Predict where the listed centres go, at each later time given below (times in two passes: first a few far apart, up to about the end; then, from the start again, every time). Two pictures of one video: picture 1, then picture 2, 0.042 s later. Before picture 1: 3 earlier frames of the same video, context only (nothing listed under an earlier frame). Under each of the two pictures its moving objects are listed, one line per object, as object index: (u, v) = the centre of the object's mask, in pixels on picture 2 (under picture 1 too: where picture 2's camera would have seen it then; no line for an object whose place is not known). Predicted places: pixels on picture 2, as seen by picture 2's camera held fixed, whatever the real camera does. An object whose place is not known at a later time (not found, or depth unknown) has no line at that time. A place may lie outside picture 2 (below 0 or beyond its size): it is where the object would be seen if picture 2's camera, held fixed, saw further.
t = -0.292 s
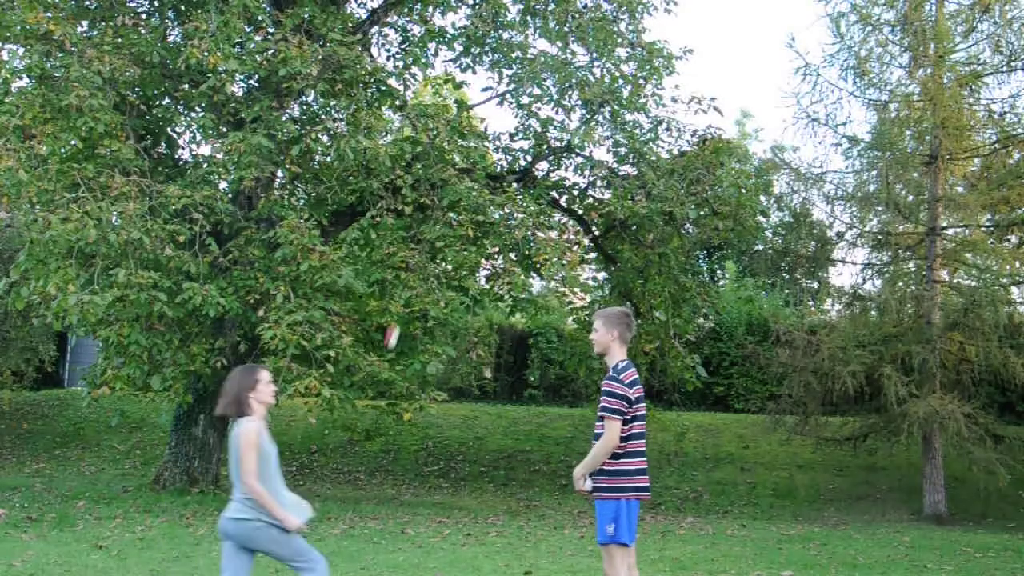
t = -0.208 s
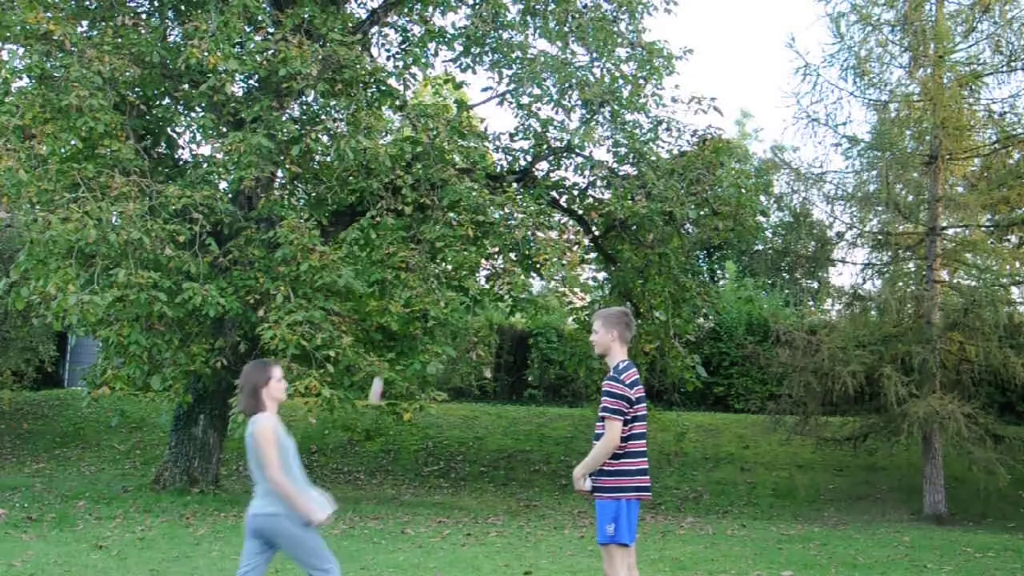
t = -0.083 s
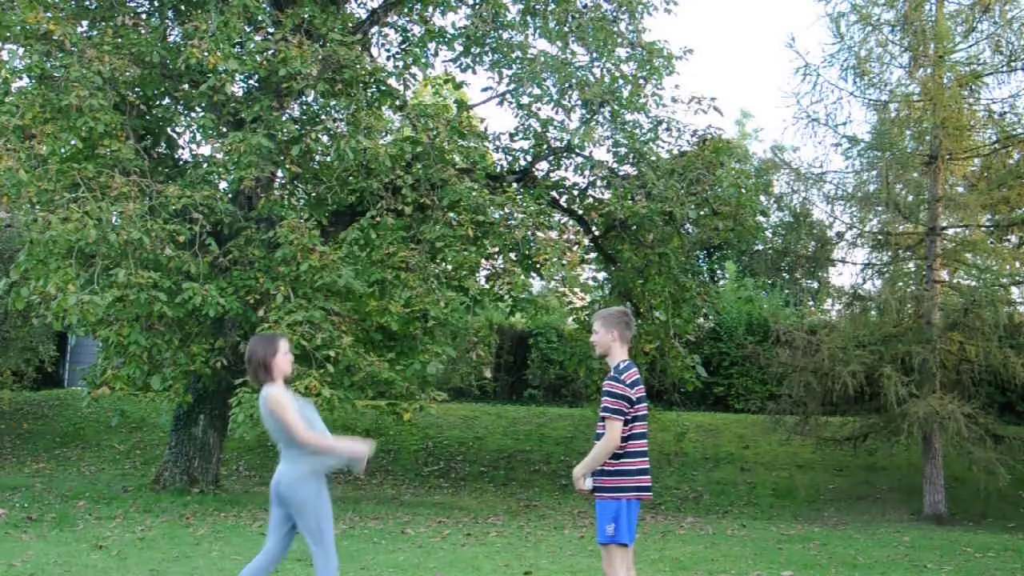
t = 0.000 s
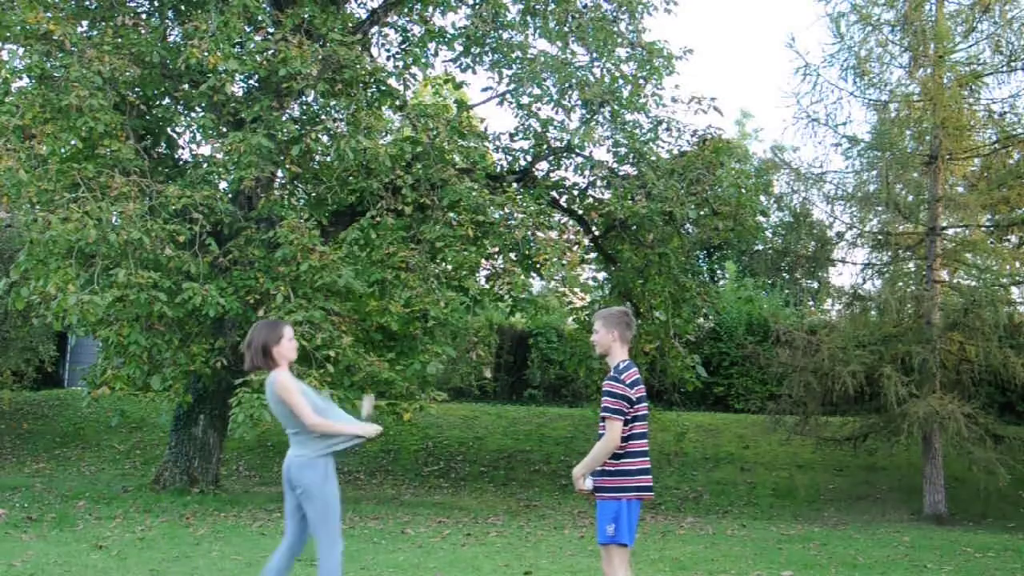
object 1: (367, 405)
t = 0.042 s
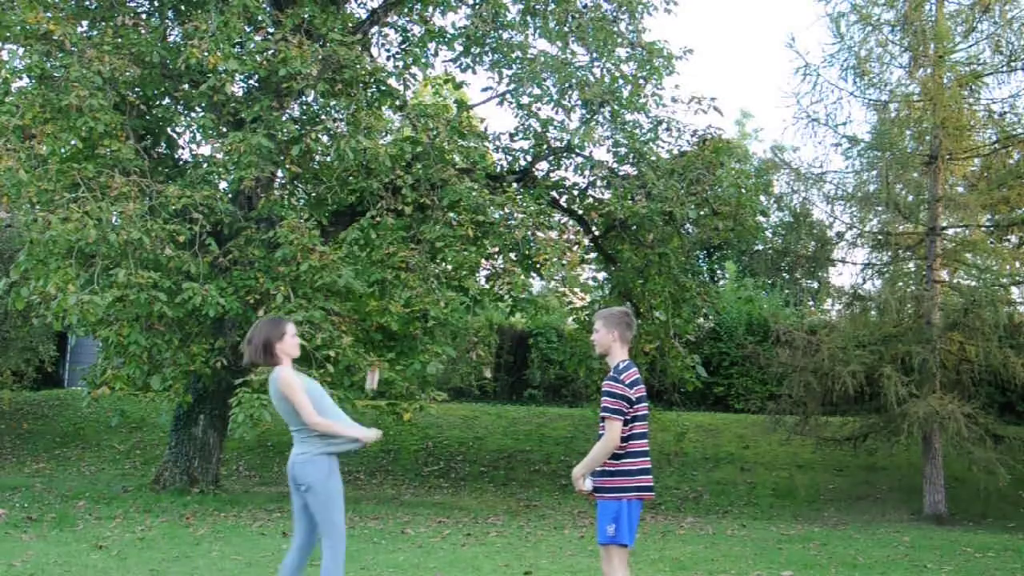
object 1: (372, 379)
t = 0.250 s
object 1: (393, 289)
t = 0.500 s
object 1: (415, 281)
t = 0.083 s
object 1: (376, 355)
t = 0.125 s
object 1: (381, 335)
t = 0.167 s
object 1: (385, 317)
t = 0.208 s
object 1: (389, 301)
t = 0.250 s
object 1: (393, 289)
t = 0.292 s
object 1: (397, 281)
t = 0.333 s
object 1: (401, 275)
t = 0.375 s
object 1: (405, 272)
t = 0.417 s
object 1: (408, 272)
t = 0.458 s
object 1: (412, 275)
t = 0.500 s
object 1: (415, 281)
